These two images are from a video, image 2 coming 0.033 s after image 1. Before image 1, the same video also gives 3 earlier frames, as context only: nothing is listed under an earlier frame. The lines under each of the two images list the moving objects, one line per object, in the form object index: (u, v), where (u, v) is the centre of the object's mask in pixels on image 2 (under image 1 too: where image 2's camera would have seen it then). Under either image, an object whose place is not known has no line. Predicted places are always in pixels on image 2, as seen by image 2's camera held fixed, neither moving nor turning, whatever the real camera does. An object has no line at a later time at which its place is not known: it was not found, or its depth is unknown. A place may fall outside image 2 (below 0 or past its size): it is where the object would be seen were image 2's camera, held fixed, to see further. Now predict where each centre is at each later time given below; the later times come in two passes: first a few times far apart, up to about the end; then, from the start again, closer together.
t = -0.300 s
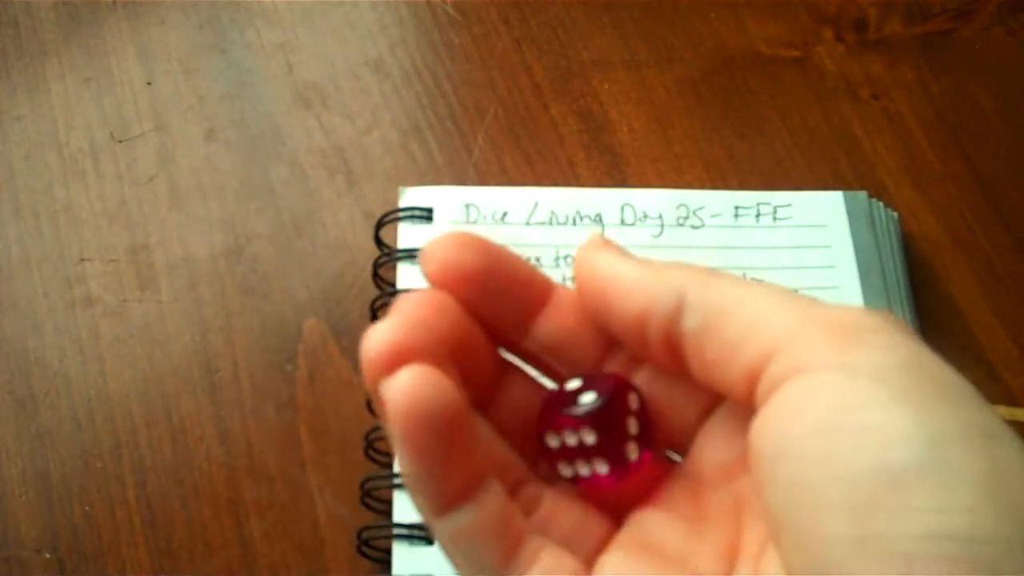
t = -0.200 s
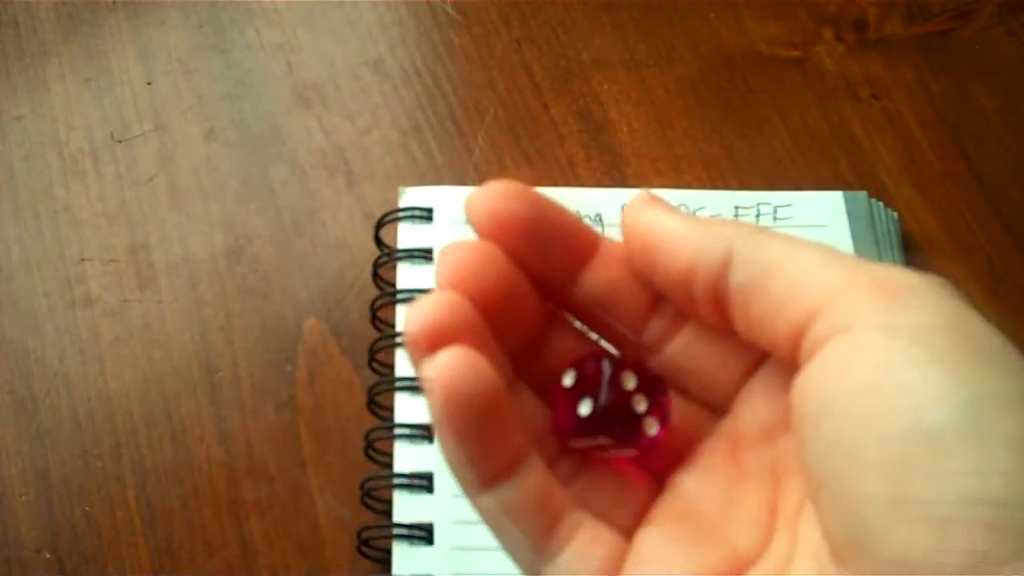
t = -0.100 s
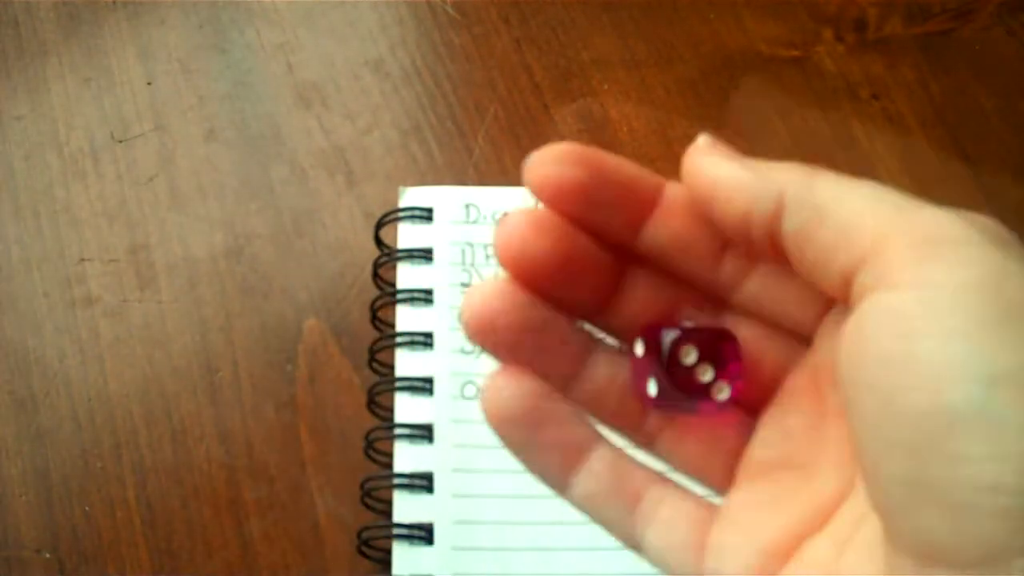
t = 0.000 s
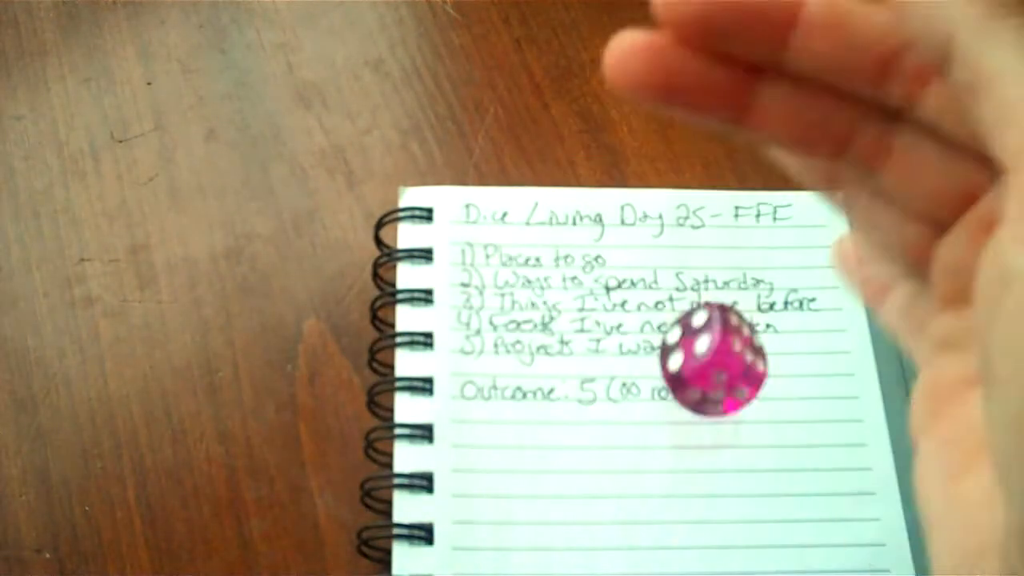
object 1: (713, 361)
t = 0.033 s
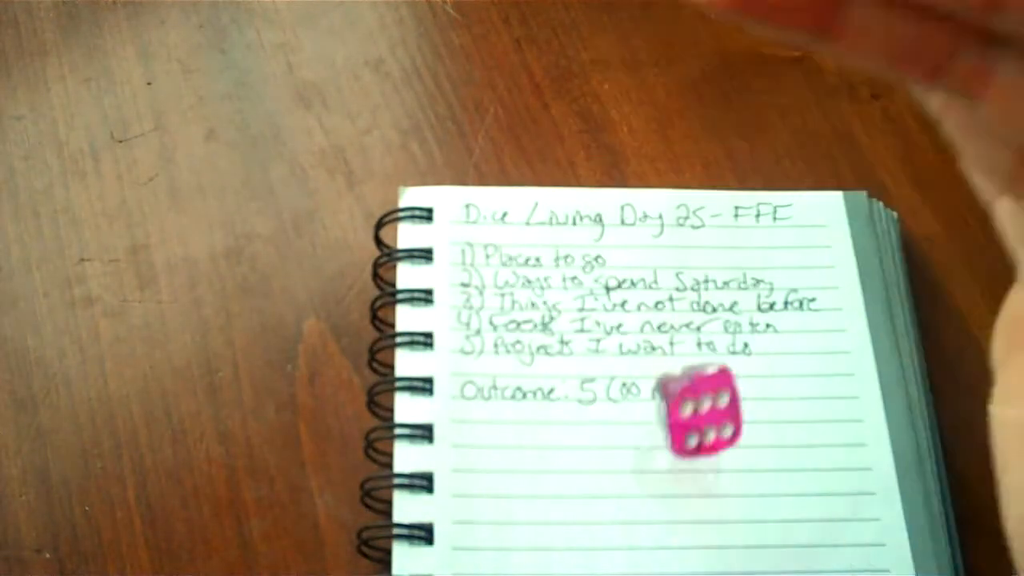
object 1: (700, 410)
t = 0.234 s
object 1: (547, 463)
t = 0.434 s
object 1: (485, 475)
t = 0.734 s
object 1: (484, 474)
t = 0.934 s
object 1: (484, 474)
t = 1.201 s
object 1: (484, 474)
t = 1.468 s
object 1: (485, 474)
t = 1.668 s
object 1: (484, 473)
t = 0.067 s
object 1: (676, 463)
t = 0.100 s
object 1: (663, 446)
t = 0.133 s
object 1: (639, 448)
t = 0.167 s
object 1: (609, 469)
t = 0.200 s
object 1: (576, 471)
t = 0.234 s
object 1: (547, 463)
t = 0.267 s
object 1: (525, 464)
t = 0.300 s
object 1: (502, 473)
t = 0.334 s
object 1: (488, 473)
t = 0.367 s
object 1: (484, 474)
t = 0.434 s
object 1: (485, 475)
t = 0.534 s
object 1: (485, 475)
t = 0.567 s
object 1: (485, 475)
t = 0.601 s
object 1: (484, 474)
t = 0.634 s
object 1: (484, 474)
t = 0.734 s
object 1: (484, 474)
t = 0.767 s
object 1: (485, 474)
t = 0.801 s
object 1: (484, 474)
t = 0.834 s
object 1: (484, 474)
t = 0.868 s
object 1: (484, 474)
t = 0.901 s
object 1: (485, 475)
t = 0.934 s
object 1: (484, 474)
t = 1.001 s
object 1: (484, 474)
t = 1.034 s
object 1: (484, 474)
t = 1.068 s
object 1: (485, 475)
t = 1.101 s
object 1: (485, 475)
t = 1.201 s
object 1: (484, 474)
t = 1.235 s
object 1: (485, 475)
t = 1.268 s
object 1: (485, 474)
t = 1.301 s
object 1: (485, 474)
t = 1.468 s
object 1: (485, 474)
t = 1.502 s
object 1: (484, 474)
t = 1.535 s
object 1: (484, 474)
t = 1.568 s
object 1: (484, 474)
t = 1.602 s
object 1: (484, 474)
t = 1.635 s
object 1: (484, 473)
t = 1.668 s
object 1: (484, 473)
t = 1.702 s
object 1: (484, 473)
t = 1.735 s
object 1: (484, 474)
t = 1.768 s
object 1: (484, 474)
